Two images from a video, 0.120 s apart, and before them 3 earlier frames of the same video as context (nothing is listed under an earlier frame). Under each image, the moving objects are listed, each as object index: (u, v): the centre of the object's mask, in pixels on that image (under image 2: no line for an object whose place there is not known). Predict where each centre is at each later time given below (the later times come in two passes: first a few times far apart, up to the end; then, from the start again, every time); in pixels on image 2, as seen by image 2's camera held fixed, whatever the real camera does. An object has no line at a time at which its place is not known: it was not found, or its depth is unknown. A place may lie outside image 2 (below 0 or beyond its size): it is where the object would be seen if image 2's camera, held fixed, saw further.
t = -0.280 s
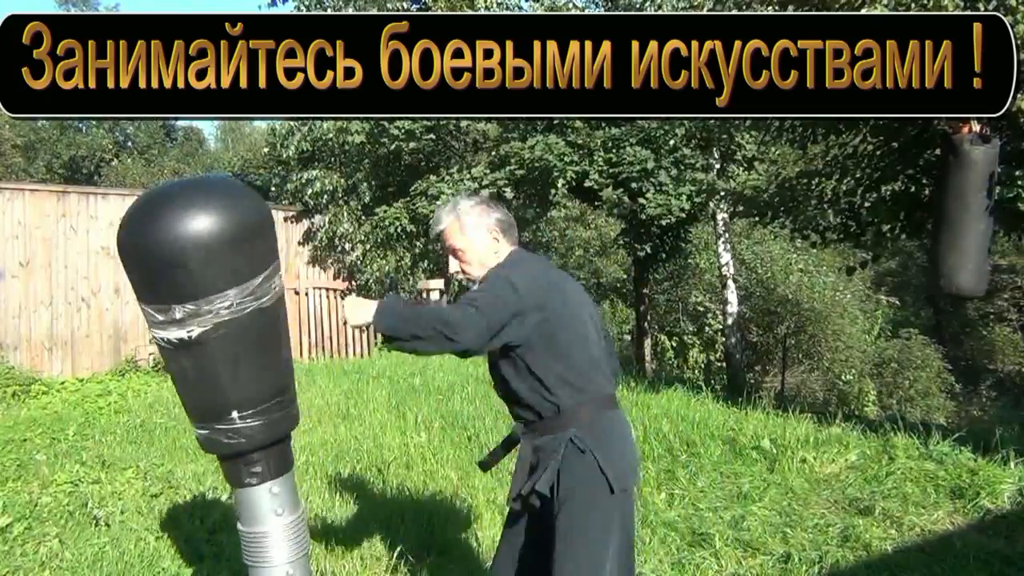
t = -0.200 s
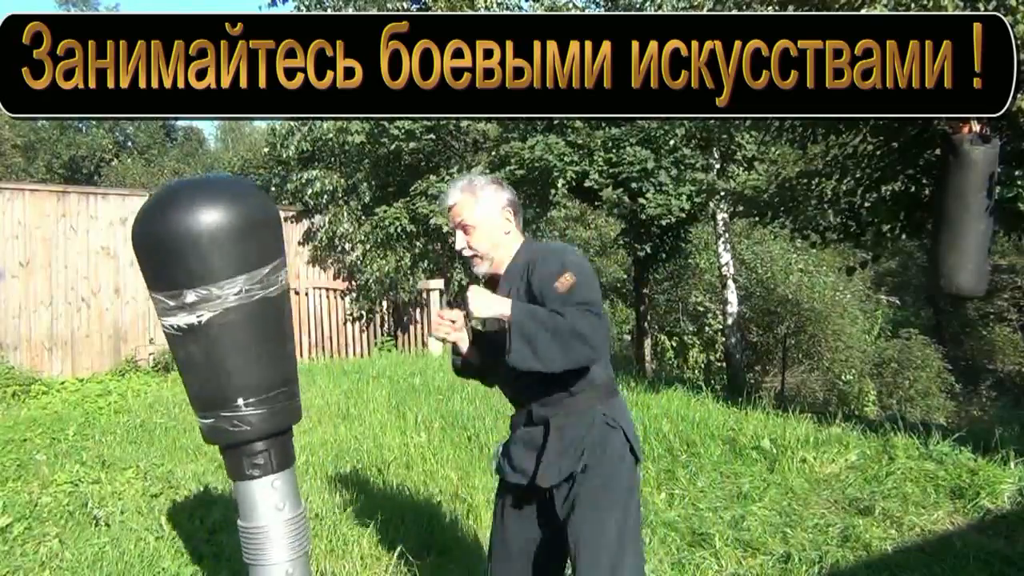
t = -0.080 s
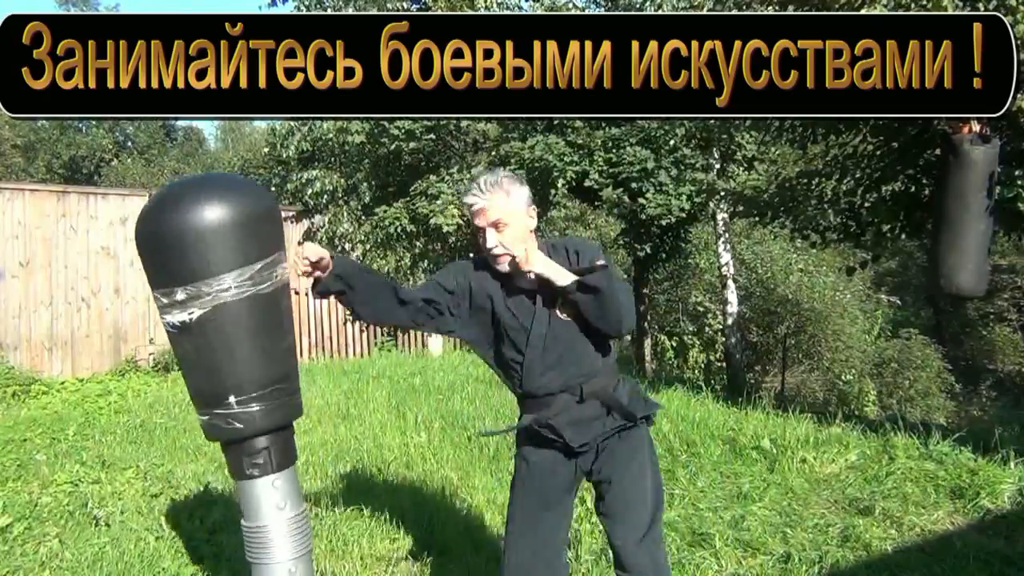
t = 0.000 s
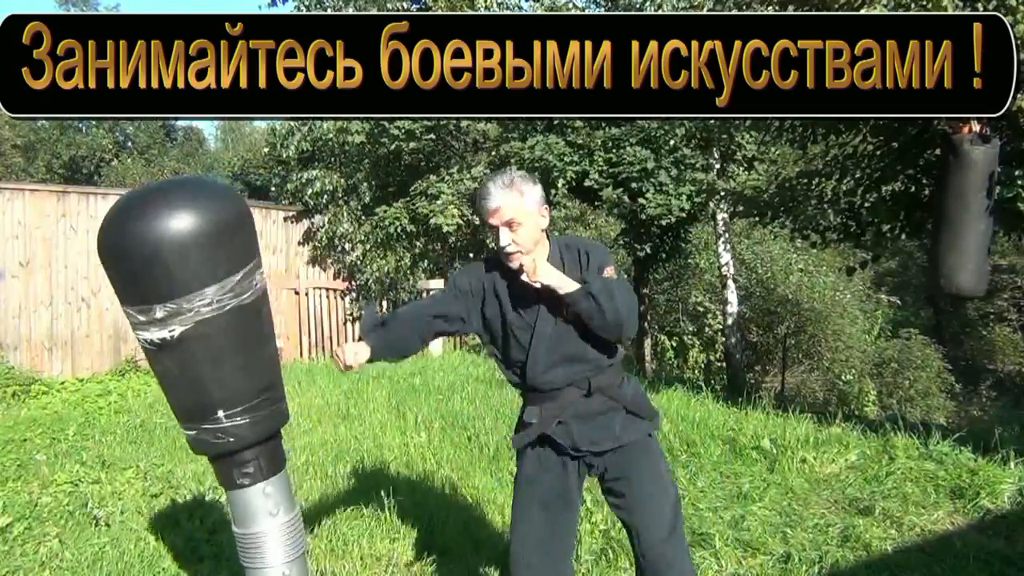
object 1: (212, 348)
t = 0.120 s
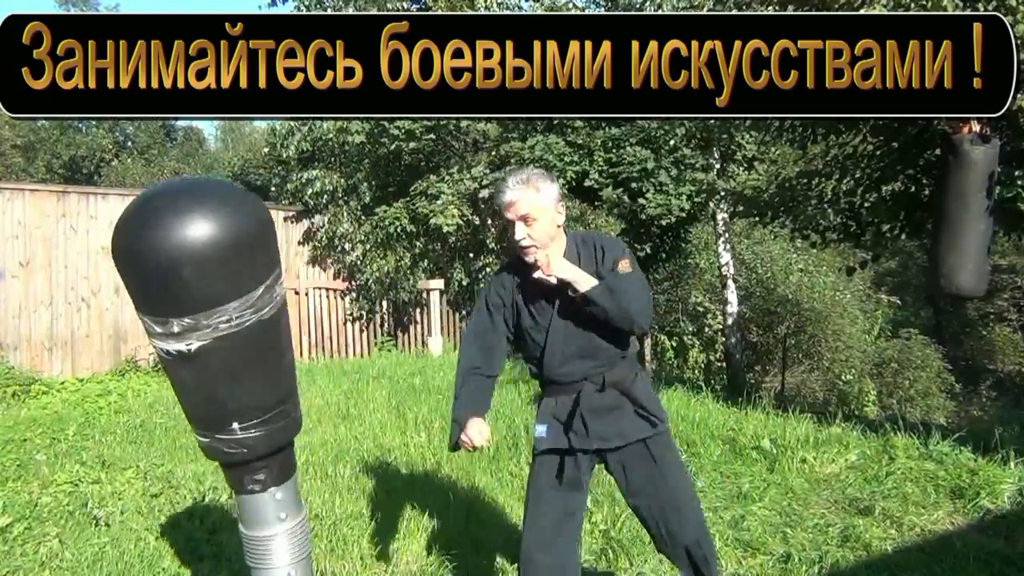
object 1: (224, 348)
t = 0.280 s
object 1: (288, 344)
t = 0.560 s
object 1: (268, 346)
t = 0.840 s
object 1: (244, 347)
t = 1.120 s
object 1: (286, 348)
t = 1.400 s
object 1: (252, 346)
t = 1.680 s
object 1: (267, 346)
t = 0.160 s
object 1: (240, 345)
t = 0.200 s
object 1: (258, 344)
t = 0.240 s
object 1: (275, 343)
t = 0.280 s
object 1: (288, 344)
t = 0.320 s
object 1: (298, 345)
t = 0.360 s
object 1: (302, 346)
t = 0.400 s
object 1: (302, 347)
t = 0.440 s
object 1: (298, 348)
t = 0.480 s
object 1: (290, 347)
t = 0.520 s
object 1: (280, 347)
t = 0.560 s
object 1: (268, 346)
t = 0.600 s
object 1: (257, 346)
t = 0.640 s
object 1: (247, 346)
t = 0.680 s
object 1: (239, 348)
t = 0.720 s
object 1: (235, 348)
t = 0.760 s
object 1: (234, 347)
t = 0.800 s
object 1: (238, 347)
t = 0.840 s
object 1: (244, 347)
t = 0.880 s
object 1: (253, 346)
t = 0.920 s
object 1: (264, 345)
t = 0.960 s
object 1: (272, 345)
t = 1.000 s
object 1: (279, 346)
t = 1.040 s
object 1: (284, 347)
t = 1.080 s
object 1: (287, 347)
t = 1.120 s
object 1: (286, 348)
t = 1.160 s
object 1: (284, 348)
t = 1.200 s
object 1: (280, 347)
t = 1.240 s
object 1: (274, 347)
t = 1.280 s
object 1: (267, 347)
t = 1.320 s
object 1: (262, 346)
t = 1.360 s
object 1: (256, 346)
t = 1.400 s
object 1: (252, 346)
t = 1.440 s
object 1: (249, 346)
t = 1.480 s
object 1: (250, 346)
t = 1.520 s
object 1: (251, 346)
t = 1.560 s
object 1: (254, 346)
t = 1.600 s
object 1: (258, 346)
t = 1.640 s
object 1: (263, 345)
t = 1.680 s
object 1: (267, 346)
